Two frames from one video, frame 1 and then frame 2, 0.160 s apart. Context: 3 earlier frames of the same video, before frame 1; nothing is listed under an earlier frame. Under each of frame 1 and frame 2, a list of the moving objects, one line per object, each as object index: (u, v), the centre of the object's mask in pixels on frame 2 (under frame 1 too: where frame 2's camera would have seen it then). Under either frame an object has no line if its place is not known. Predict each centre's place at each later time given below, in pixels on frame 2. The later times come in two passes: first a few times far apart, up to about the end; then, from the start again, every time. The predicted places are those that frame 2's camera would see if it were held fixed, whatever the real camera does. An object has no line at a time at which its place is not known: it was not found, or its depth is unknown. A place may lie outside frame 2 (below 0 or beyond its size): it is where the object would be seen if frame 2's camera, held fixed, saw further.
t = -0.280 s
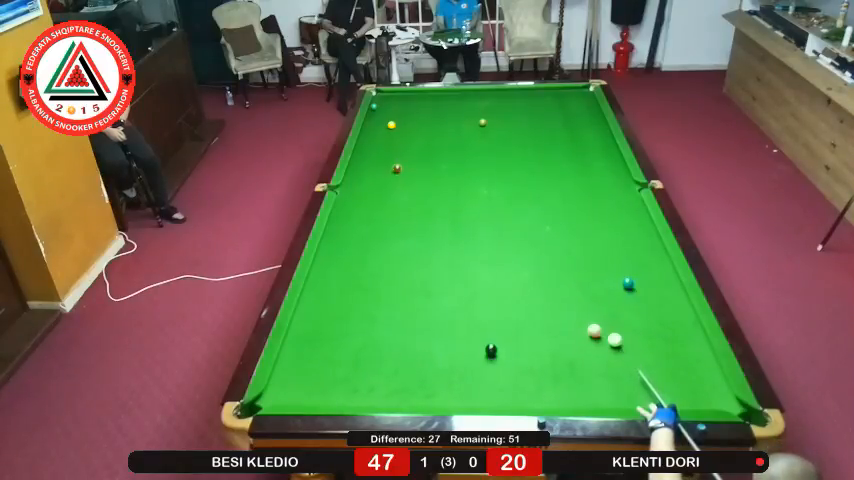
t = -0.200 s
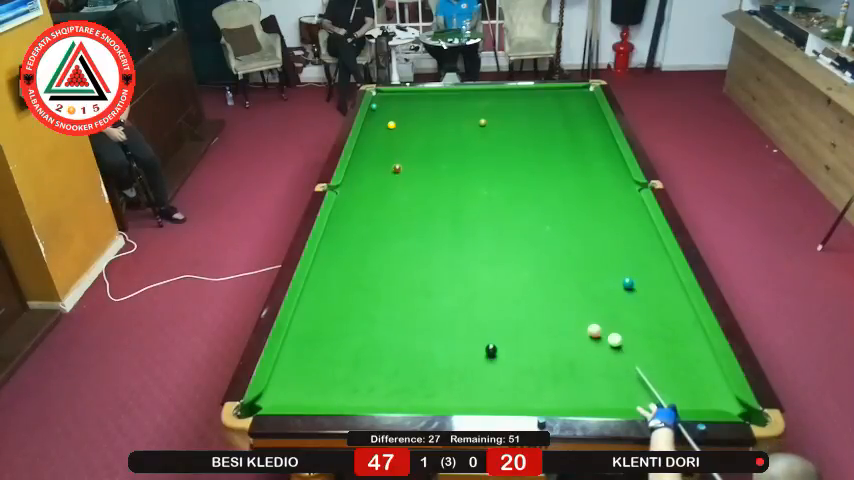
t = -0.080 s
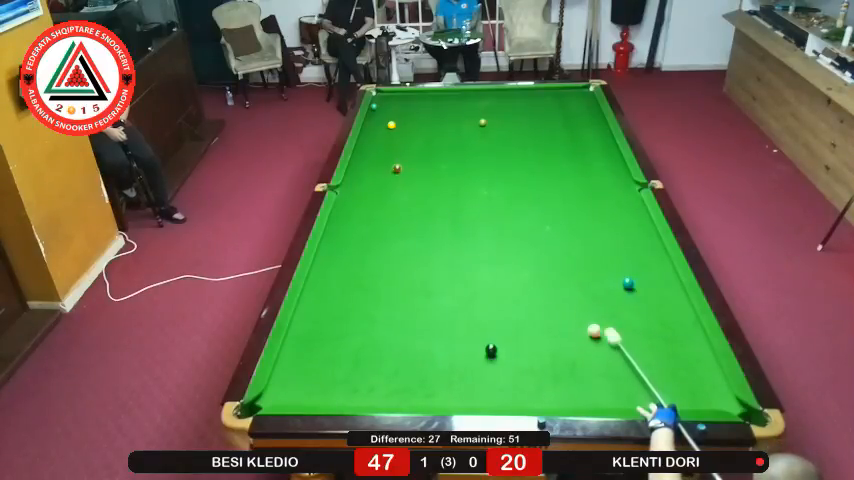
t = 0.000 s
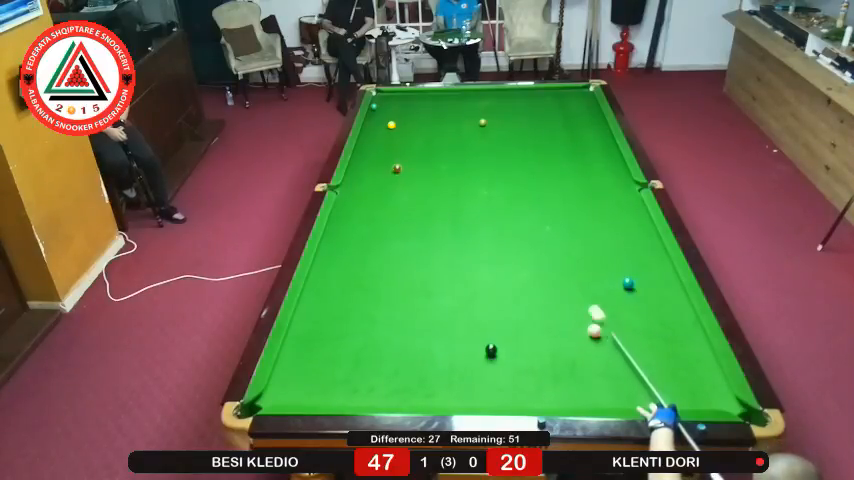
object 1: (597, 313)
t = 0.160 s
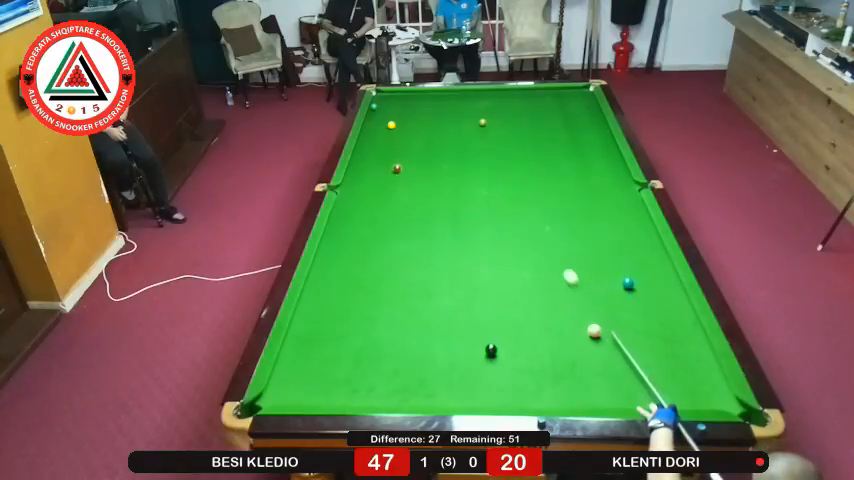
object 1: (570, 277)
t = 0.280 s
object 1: (554, 253)
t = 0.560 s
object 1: (522, 207)
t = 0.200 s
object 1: (565, 268)
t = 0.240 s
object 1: (559, 260)
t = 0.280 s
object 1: (554, 253)
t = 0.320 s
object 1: (549, 246)
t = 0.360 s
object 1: (544, 239)
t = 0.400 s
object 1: (539, 232)
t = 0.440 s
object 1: (534, 225)
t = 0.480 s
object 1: (530, 219)
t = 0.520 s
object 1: (526, 213)
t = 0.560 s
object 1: (522, 207)
